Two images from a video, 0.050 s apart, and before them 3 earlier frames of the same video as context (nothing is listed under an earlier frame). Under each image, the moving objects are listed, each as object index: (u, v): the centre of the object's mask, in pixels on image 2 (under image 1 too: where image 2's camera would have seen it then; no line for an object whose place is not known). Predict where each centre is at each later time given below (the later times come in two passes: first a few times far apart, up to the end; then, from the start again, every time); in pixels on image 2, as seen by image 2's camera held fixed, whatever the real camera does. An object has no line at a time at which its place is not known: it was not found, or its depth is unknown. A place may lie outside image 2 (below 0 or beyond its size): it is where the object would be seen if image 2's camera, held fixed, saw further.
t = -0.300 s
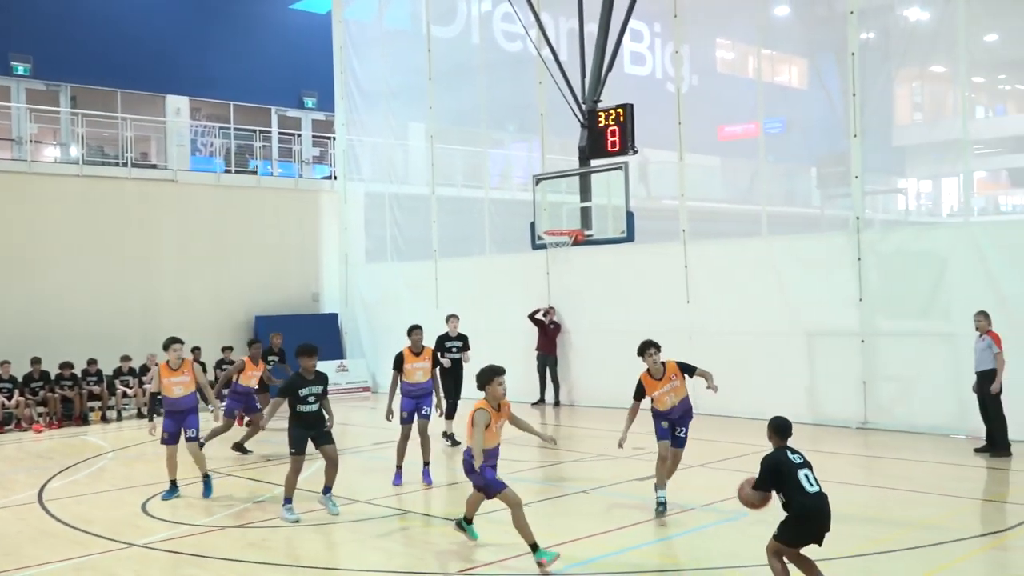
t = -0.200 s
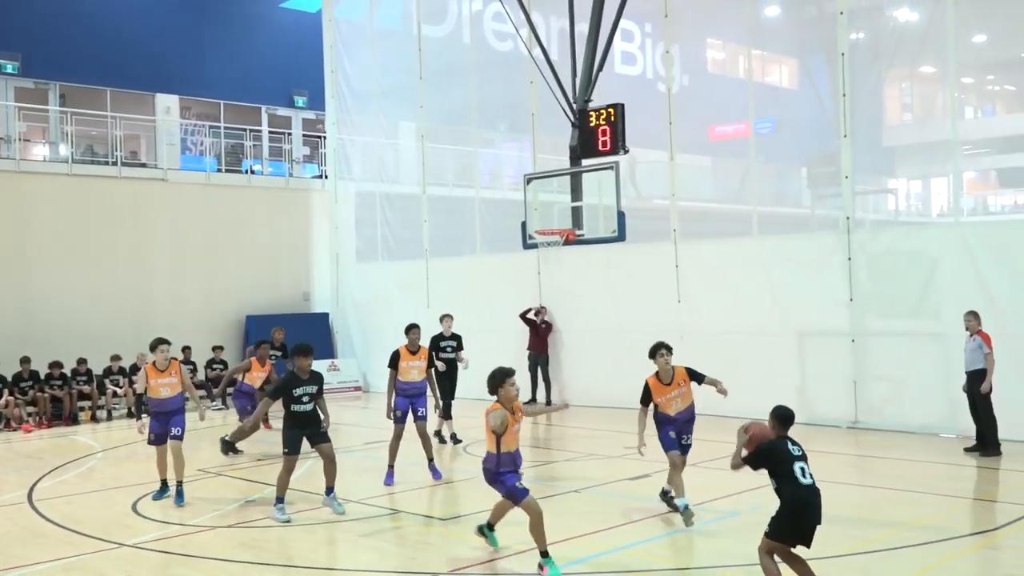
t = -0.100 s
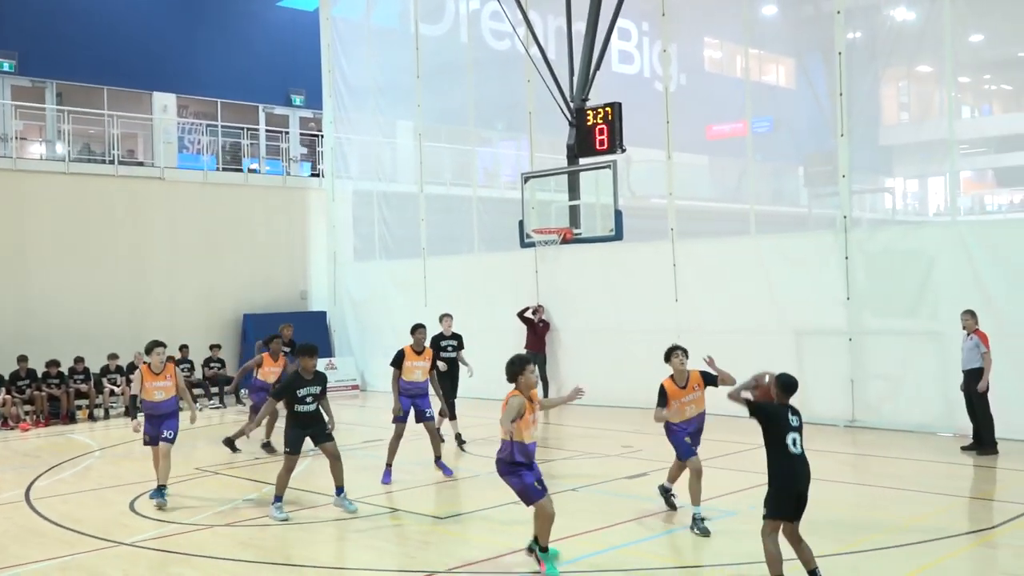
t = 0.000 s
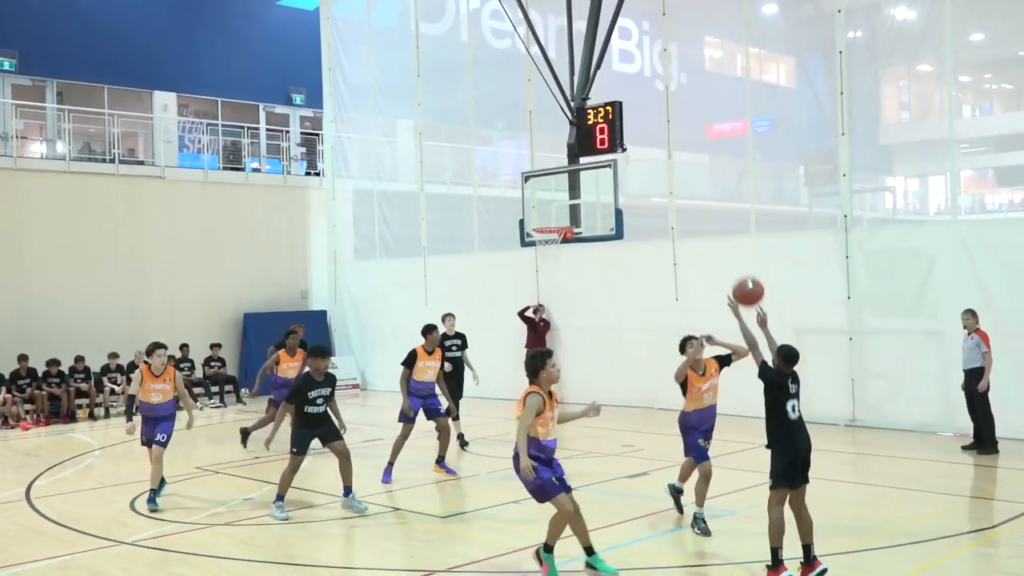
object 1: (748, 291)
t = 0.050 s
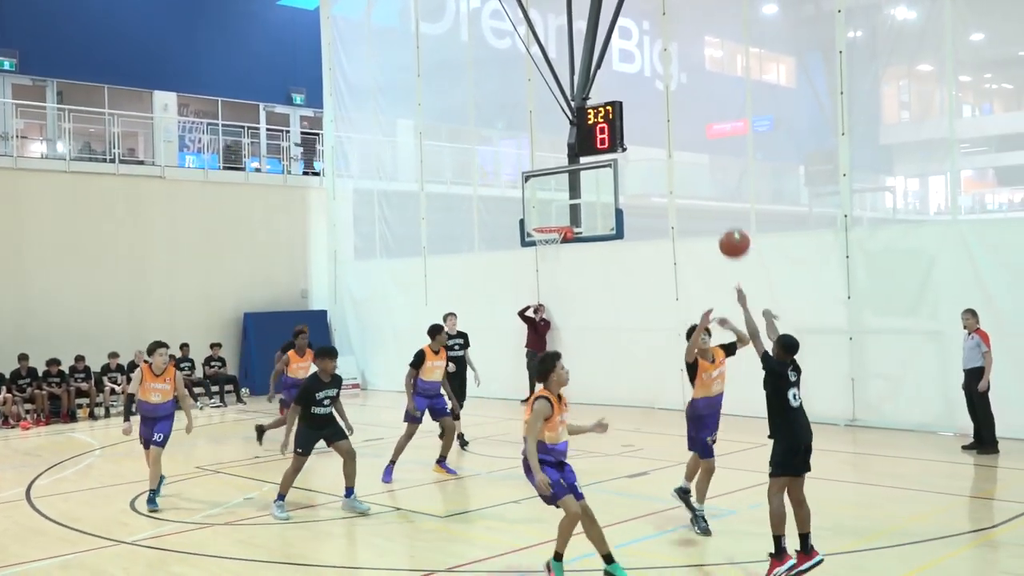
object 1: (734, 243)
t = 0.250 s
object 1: (687, 105)
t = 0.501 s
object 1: (642, 27)
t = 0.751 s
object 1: (610, 21)
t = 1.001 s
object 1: (587, 67)
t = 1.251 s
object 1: (569, 148)
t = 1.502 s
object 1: (550, 210)
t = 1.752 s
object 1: (517, 201)
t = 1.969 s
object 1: (483, 222)
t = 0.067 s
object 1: (730, 229)
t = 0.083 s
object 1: (726, 215)
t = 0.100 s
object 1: (721, 201)
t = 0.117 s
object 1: (717, 188)
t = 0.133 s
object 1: (713, 176)
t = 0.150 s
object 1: (709, 164)
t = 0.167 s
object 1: (705, 153)
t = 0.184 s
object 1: (701, 143)
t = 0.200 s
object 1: (698, 133)
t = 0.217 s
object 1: (694, 123)
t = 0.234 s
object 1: (690, 114)
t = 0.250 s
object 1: (687, 105)
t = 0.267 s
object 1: (683, 97)
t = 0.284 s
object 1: (680, 90)
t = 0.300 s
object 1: (677, 83)
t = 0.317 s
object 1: (674, 76)
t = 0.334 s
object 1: (670, 70)
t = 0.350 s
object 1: (667, 64)
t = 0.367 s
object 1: (664, 58)
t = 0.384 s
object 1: (662, 53)
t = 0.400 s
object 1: (659, 48)
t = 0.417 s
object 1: (656, 44)
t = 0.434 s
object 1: (653, 40)
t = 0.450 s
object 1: (650, 36)
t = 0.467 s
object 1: (648, 33)
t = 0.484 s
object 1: (645, 30)
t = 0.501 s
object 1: (642, 27)
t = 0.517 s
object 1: (640, 25)
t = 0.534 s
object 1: (638, 22)
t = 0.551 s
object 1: (635, 21)
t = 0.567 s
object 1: (633, 19)
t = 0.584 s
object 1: (631, 18)
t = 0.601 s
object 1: (629, 17)
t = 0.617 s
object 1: (626, 17)
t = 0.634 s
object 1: (624, 16)
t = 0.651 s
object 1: (622, 16)
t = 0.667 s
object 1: (620, 16)
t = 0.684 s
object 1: (618, 17)
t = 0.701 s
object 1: (616, 17)
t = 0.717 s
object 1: (614, 18)
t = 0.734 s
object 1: (612, 19)
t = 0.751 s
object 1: (610, 21)
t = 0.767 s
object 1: (609, 23)
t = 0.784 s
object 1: (607, 24)
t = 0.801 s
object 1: (605, 26)
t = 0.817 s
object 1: (603, 29)
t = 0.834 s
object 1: (602, 31)
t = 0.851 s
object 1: (600, 34)
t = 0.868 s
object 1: (599, 37)
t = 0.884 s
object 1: (598, 40)
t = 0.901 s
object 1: (597, 43)
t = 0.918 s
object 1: (594, 47)
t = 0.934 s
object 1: (592, 51)
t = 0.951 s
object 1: (591, 54)
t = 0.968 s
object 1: (590, 58)
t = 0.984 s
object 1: (588, 61)
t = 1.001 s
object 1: (587, 67)
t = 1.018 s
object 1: (585, 71)
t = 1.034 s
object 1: (584, 75)
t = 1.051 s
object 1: (582, 80)
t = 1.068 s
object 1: (581, 85)
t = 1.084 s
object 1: (580, 91)
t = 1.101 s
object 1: (579, 95)
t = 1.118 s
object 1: (577, 102)
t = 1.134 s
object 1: (577, 106)
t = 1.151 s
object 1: (575, 112)
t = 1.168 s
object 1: (574, 117)
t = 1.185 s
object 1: (573, 124)
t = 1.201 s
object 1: (572, 130)
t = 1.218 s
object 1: (571, 135)
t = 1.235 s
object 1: (570, 142)
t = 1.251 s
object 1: (569, 148)
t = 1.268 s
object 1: (568, 154)
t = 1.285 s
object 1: (567, 162)
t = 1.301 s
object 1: (566, 168)
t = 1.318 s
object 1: (565, 176)
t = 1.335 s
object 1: (564, 182)
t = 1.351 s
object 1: (563, 189)
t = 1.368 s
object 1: (562, 196)
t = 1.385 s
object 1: (561, 204)
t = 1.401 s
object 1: (560, 211)
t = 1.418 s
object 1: (559, 219)
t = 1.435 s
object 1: (558, 218)
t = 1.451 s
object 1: (556, 216)
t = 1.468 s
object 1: (554, 214)
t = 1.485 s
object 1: (552, 212)
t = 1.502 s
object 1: (550, 210)
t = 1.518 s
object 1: (549, 209)
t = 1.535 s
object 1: (547, 207)
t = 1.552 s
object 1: (545, 206)
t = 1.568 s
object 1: (543, 205)
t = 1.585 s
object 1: (542, 204)
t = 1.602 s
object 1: (540, 203)
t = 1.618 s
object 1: (538, 203)
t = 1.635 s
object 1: (536, 202)
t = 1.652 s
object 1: (534, 202)
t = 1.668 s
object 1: (531, 201)
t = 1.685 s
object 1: (528, 201)
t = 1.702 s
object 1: (525, 201)
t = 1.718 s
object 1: (523, 201)
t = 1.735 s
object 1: (520, 201)
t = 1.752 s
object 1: (517, 201)
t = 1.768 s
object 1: (514, 201)
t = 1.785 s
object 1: (512, 202)
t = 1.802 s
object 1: (509, 203)
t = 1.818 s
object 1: (506, 204)
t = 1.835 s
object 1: (504, 205)
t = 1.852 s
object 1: (501, 207)
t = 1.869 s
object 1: (498, 208)
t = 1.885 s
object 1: (496, 210)
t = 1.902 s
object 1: (493, 212)
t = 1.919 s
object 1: (490, 214)
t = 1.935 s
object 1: (488, 216)
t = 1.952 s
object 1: (485, 219)
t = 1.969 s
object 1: (483, 222)
